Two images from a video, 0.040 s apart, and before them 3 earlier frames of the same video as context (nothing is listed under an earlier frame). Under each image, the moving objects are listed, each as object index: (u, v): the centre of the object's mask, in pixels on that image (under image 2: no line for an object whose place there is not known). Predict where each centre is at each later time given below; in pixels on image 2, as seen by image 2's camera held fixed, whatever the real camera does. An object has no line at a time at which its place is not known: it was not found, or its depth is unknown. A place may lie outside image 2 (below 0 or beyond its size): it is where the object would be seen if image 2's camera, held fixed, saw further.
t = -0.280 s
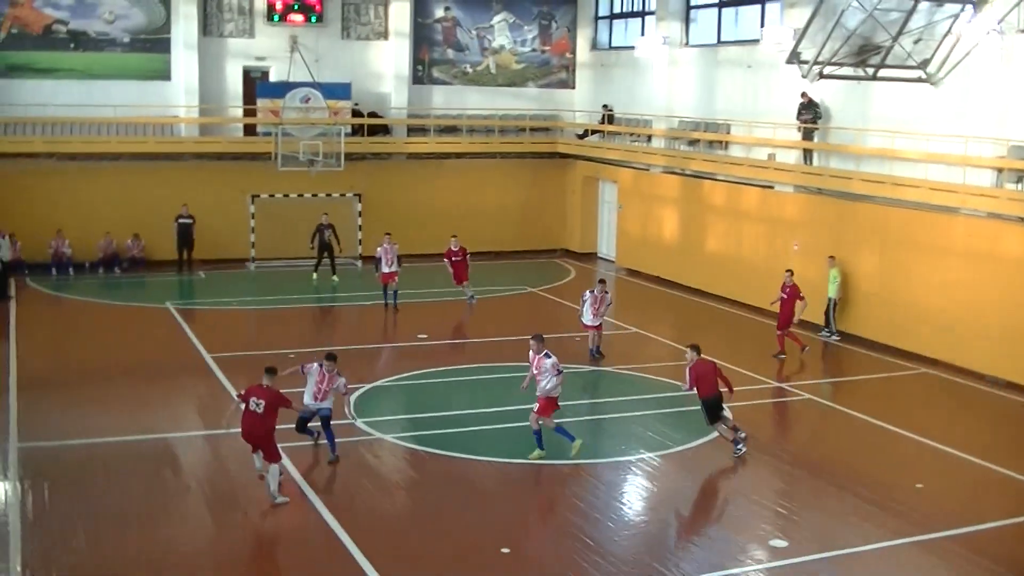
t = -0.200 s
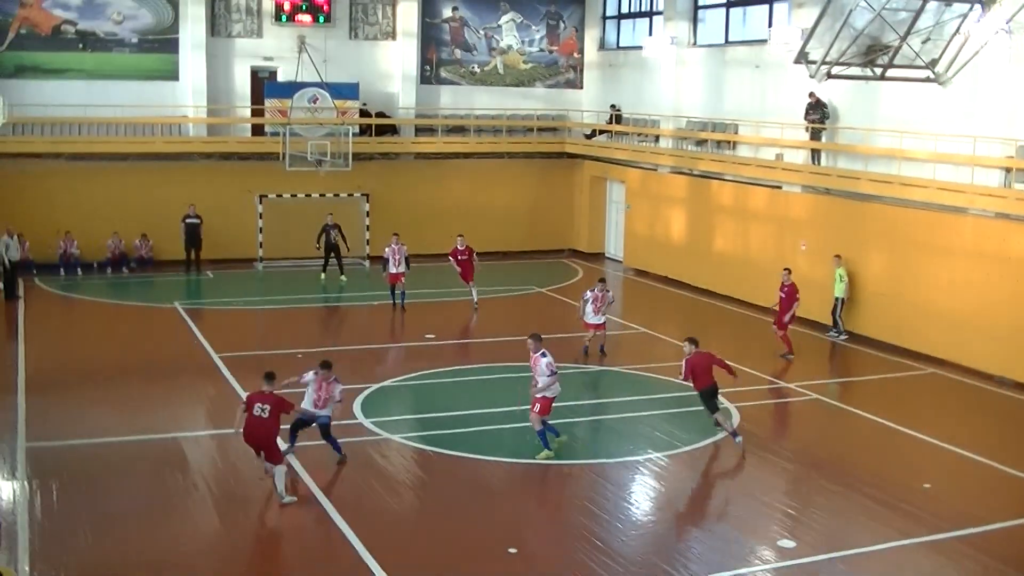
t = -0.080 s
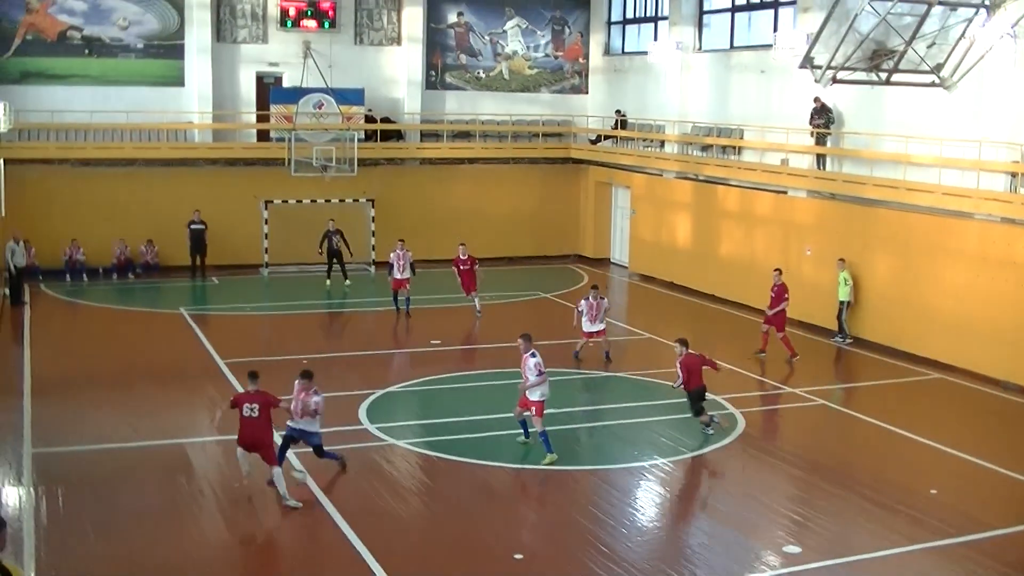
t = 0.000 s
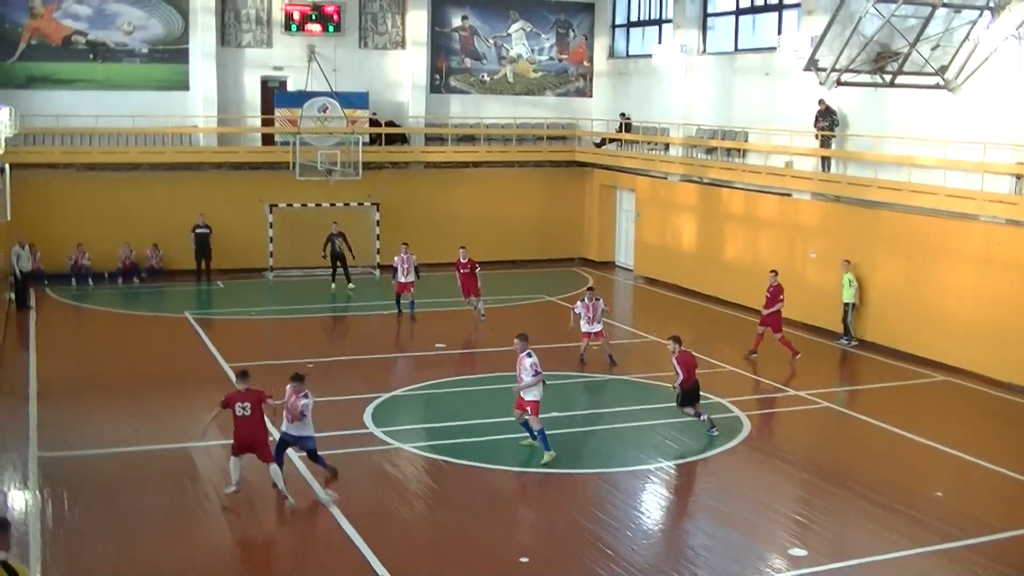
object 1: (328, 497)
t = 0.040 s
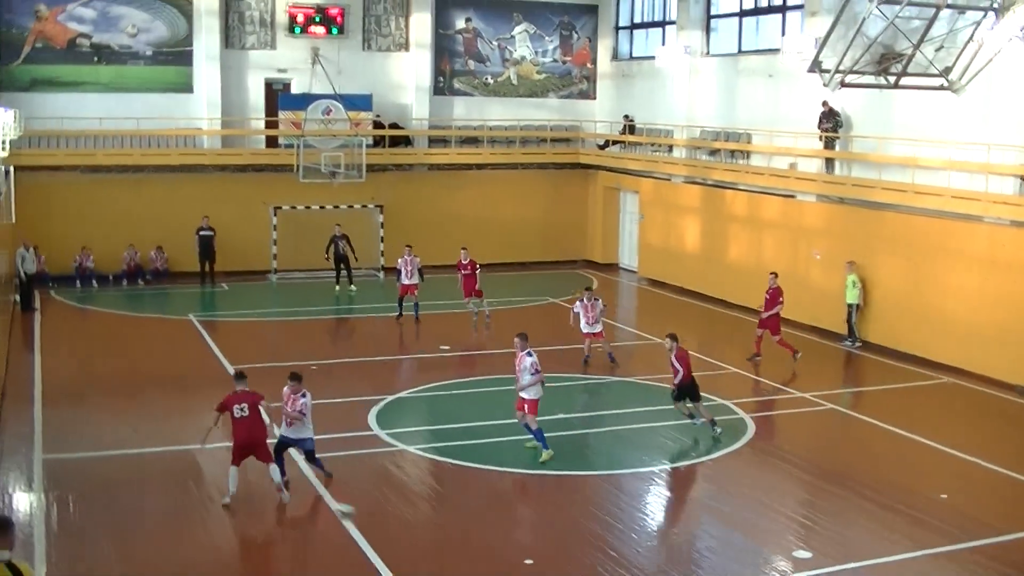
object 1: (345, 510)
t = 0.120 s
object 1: (373, 537)
